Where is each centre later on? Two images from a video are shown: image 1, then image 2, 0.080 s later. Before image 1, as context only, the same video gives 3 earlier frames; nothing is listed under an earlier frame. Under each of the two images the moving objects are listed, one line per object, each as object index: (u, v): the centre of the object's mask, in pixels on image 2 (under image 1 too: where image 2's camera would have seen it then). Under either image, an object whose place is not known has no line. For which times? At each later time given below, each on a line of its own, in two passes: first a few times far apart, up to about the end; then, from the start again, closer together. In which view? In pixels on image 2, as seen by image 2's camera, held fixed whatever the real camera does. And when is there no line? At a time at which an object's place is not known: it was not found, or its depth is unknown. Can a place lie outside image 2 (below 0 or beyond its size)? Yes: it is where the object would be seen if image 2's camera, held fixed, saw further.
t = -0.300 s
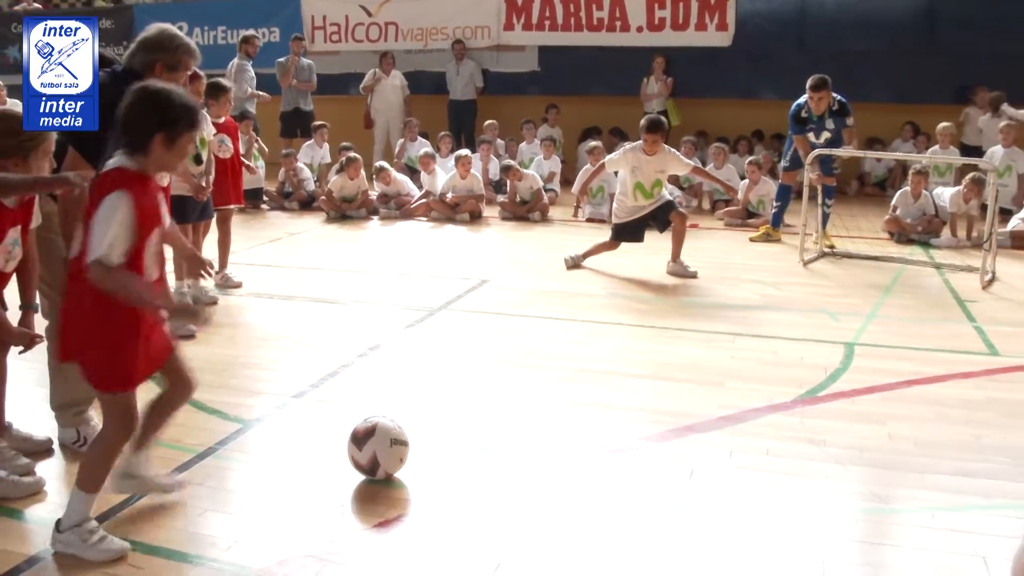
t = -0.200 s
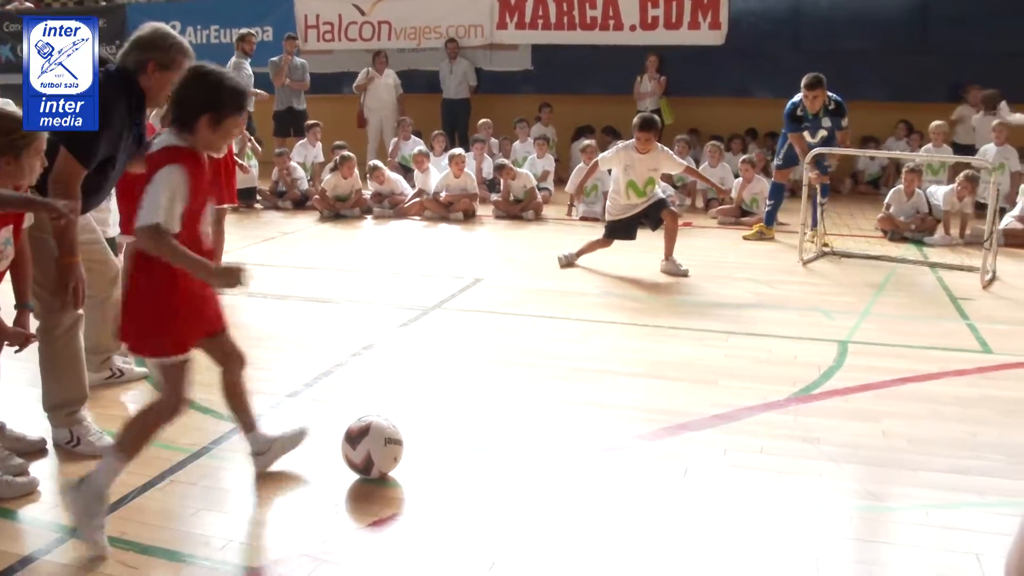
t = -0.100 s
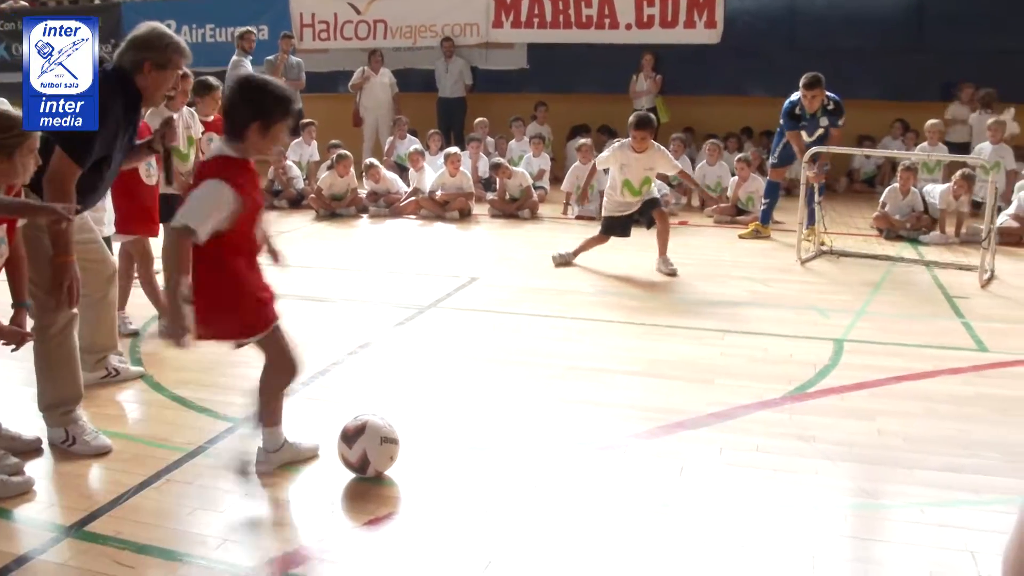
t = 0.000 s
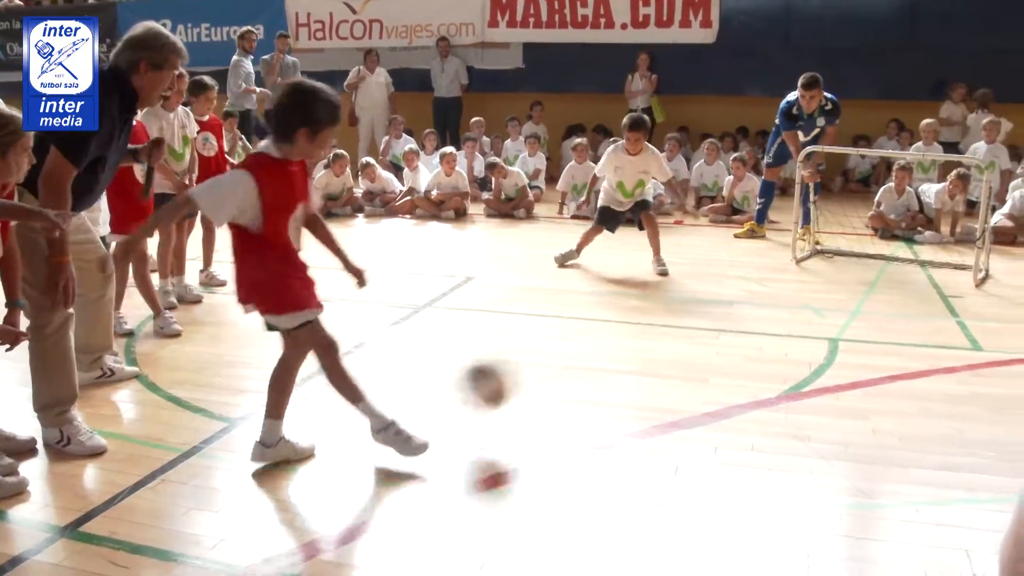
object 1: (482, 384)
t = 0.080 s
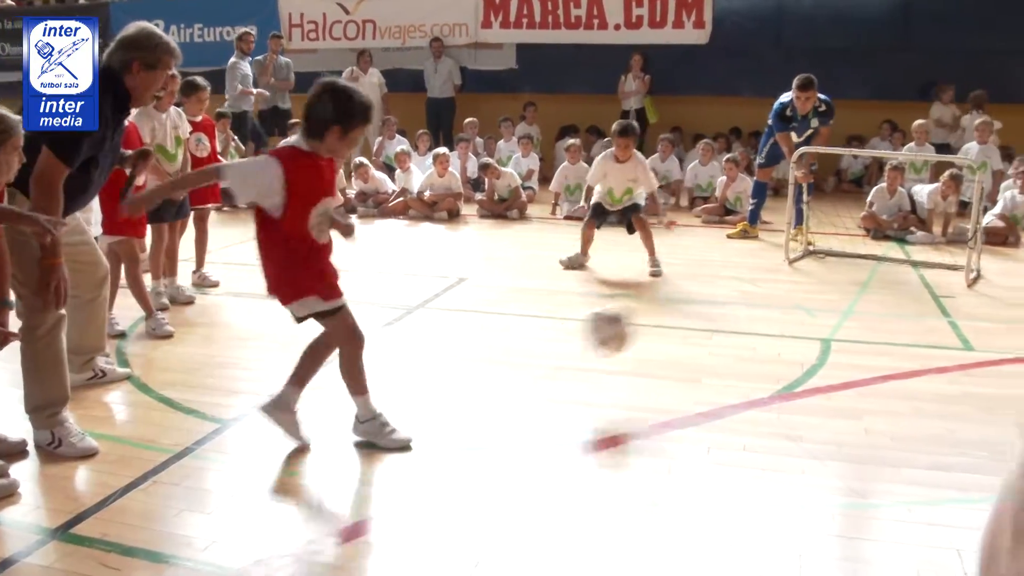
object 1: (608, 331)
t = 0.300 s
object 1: (842, 292)
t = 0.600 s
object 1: (992, 260)
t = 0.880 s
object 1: (1022, 224)
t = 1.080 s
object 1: (1023, 278)
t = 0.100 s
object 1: (636, 319)
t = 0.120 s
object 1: (662, 311)
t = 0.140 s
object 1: (687, 306)
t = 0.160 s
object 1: (711, 301)
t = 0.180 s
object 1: (733, 297)
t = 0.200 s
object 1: (753, 295)
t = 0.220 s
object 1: (773, 292)
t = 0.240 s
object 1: (792, 290)
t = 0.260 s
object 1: (809, 290)
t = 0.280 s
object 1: (825, 291)
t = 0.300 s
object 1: (842, 292)
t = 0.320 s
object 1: (857, 294)
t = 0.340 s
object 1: (872, 297)
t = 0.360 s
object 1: (885, 292)
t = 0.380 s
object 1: (896, 286)
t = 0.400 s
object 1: (908, 279)
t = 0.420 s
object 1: (918, 275)
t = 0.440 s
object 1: (926, 273)
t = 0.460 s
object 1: (934, 270)
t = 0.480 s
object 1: (943, 267)
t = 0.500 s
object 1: (953, 264)
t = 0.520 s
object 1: (961, 264)
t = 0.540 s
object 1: (970, 264)
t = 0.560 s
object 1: (977, 266)
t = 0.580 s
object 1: (984, 264)
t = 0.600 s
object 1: (992, 260)
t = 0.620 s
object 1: (998, 253)
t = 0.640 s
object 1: (1004, 245)
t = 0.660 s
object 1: (1008, 241)
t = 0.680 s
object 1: (1011, 234)
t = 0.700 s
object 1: (1014, 231)
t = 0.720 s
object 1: (1015, 228)
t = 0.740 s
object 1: (1019, 225)
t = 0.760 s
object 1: (1019, 223)
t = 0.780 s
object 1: (1021, 222)
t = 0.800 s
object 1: (1022, 221)
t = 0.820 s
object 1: (1022, 221)
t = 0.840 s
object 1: (1022, 221)
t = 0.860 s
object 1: (1022, 222)
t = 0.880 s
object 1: (1022, 224)
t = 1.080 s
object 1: (1023, 278)
